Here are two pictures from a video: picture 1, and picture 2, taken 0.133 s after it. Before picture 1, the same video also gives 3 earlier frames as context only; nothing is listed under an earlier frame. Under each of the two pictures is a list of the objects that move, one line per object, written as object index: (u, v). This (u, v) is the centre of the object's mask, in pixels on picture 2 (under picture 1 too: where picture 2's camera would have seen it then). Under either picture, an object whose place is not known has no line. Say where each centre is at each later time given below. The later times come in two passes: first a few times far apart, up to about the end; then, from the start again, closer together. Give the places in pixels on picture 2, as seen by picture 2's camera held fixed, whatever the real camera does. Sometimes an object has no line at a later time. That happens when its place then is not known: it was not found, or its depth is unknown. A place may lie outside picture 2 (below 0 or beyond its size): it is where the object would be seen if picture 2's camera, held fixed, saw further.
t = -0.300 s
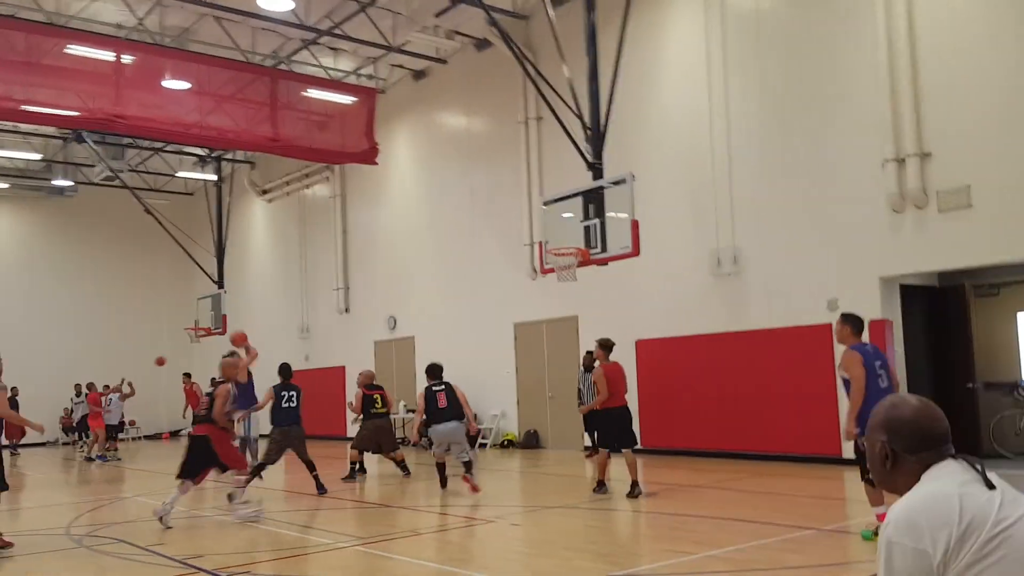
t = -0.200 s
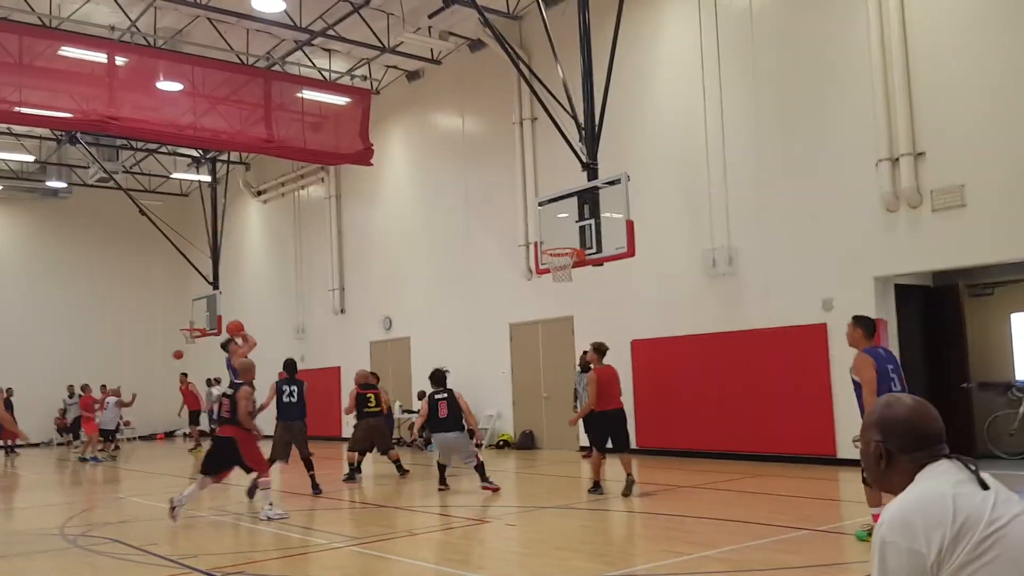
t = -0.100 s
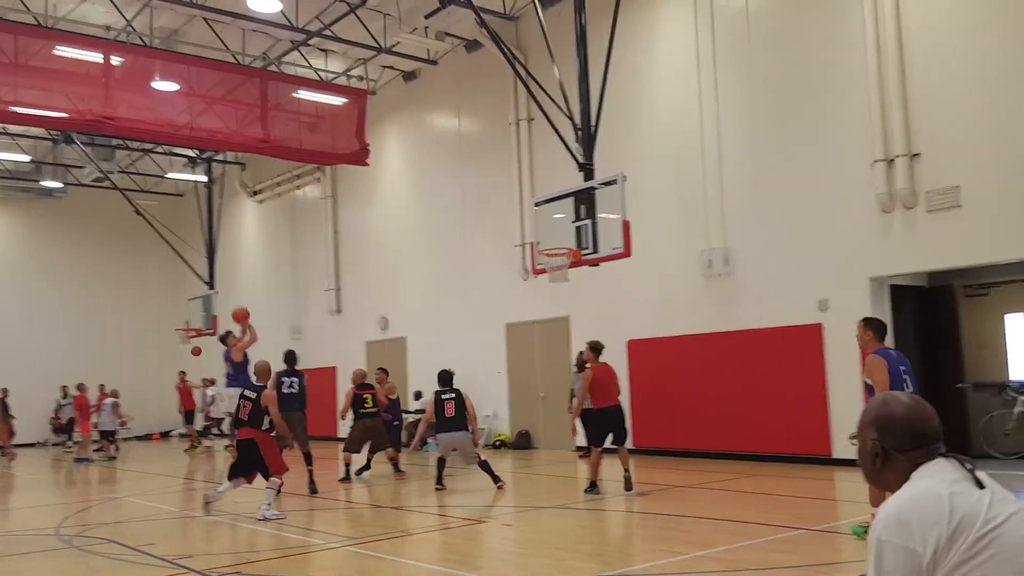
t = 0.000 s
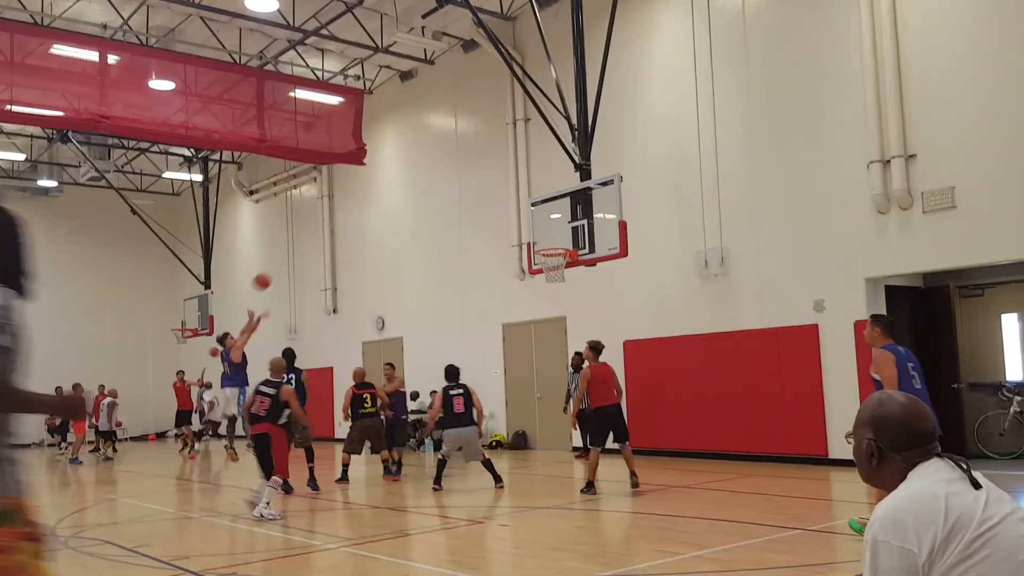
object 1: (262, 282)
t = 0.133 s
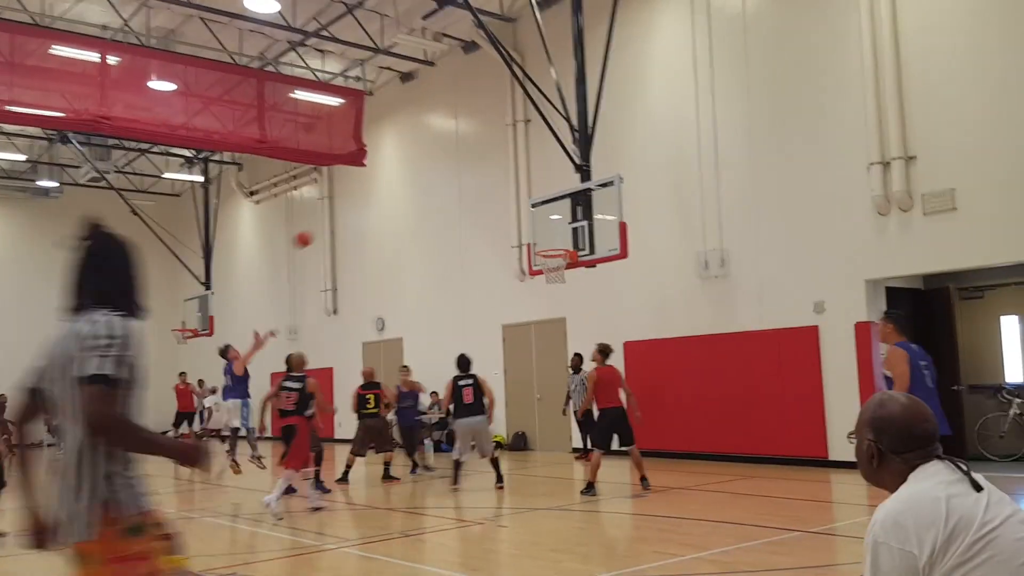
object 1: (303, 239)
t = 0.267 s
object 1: (343, 208)
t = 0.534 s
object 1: (425, 182)
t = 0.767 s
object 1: (497, 200)
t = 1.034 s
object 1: (546, 243)
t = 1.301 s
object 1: (475, 254)
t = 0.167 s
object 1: (313, 230)
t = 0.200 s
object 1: (323, 222)
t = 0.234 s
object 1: (333, 215)
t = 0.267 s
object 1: (343, 208)
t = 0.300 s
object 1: (354, 203)
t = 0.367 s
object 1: (374, 193)
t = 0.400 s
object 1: (384, 190)
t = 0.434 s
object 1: (394, 187)
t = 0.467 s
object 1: (404, 184)
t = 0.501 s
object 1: (414, 183)
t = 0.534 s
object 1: (425, 182)
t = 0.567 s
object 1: (434, 183)
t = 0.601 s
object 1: (445, 184)
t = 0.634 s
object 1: (455, 185)
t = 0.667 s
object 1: (465, 188)
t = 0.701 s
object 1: (476, 191)
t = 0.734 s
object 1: (486, 195)
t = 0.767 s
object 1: (497, 200)
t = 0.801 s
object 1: (506, 205)
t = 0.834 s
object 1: (517, 211)
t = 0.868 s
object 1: (529, 219)
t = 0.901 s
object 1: (540, 226)
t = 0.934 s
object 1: (551, 235)
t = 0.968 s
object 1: (562, 244)
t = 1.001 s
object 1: (556, 243)
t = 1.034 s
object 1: (546, 243)
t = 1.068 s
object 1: (538, 241)
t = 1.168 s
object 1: (508, 243)
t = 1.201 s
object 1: (500, 244)
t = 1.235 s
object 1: (492, 247)
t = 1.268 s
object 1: (483, 250)
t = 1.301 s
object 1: (475, 254)
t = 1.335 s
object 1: (467, 259)
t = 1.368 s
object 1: (458, 264)
